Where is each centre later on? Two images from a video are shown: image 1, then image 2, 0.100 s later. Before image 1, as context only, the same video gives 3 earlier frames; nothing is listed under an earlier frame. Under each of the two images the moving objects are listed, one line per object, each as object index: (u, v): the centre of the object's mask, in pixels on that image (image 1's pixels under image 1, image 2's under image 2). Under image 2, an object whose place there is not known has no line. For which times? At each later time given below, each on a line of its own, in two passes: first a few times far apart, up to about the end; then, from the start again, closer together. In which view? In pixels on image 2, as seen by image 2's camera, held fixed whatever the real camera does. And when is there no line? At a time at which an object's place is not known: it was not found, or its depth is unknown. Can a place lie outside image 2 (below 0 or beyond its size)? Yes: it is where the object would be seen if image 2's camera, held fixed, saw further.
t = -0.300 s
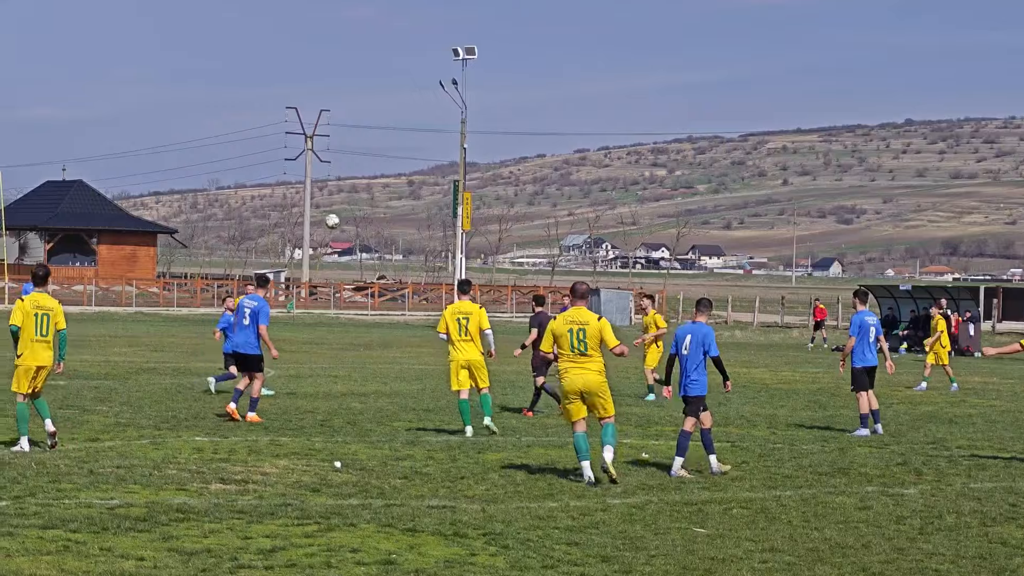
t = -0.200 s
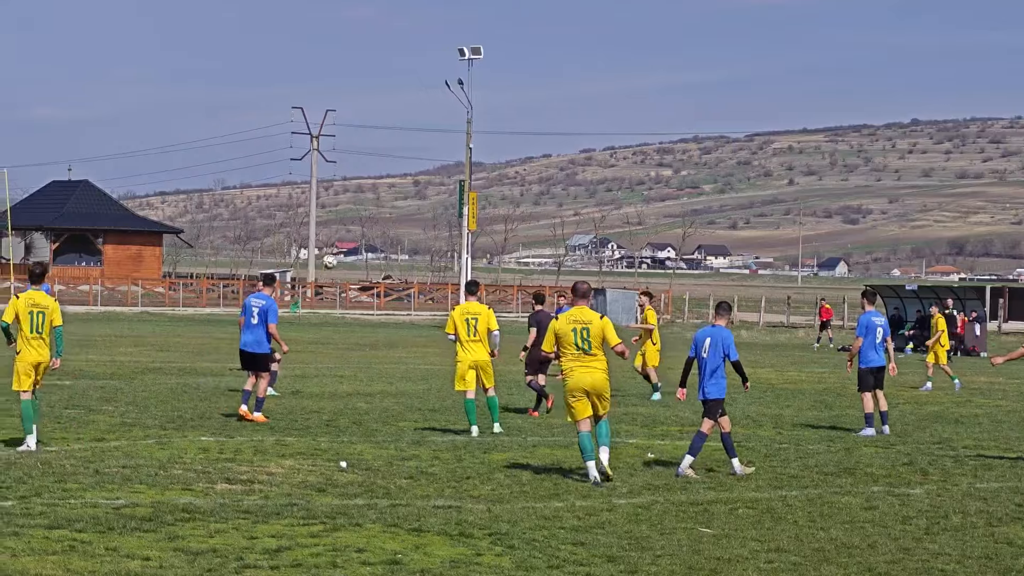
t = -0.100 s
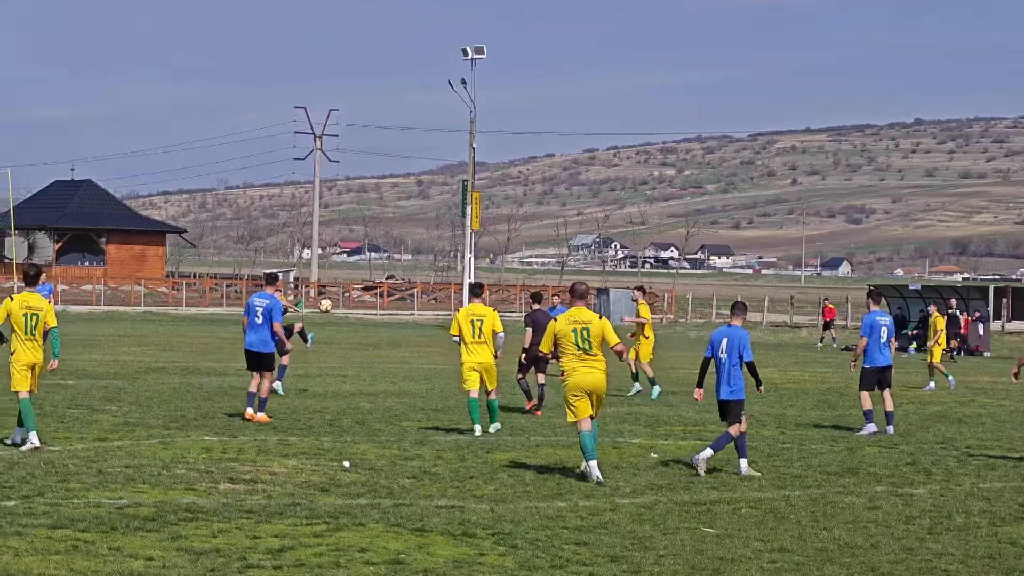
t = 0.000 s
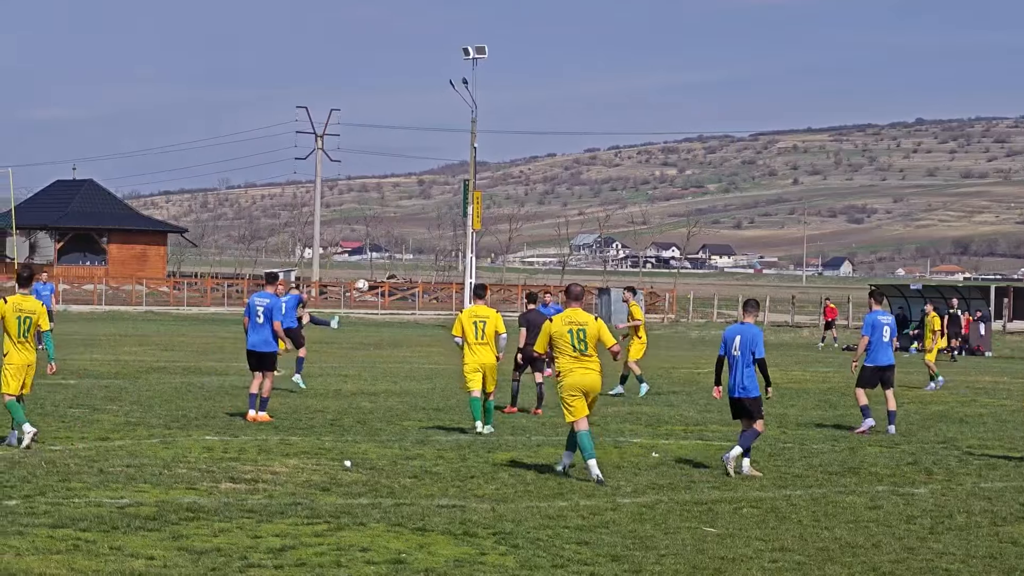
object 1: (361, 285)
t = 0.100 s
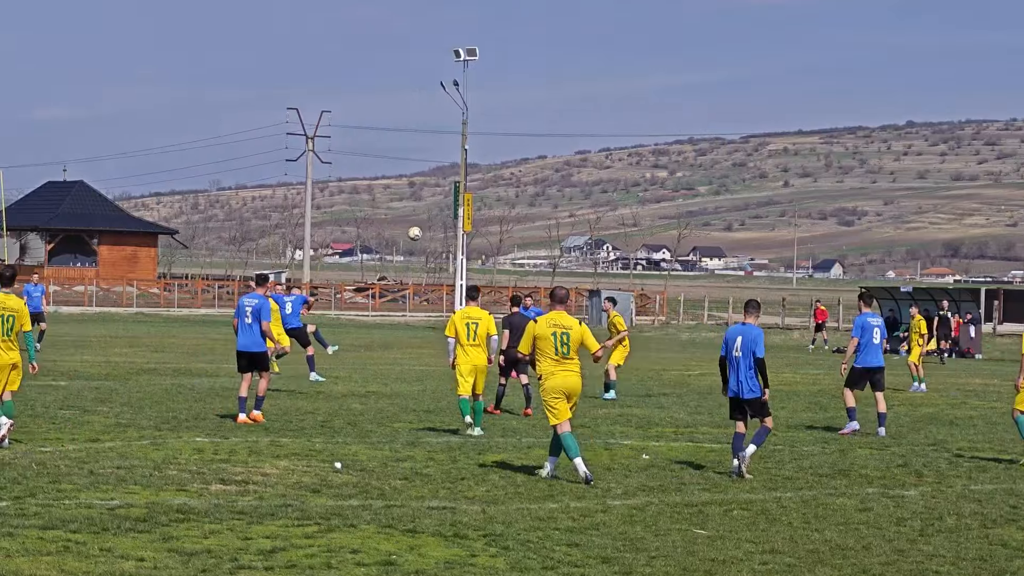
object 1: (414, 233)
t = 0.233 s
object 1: (502, 172)
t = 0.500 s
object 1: (686, 89)
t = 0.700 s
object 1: (833, 62)
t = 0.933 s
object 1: (1012, 70)
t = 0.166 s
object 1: (458, 200)
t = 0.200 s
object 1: (480, 186)
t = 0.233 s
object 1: (502, 172)
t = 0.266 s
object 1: (525, 159)
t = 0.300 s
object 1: (547, 146)
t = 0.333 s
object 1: (570, 135)
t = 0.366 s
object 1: (592, 124)
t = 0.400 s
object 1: (616, 114)
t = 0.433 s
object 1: (639, 105)
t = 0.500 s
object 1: (686, 89)
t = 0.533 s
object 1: (711, 82)
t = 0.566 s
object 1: (734, 77)
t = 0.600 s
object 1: (758, 72)
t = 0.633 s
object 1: (782, 69)
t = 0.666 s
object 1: (808, 65)
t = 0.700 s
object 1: (833, 62)
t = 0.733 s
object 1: (858, 61)
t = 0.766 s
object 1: (883, 60)
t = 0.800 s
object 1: (908, 60)
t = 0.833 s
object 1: (934, 61)
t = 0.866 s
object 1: (960, 63)
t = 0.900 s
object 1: (987, 65)
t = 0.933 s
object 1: (1012, 70)
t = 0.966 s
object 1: (1037, 76)
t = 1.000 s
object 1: (1065, 81)
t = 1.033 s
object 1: (1094, 87)
